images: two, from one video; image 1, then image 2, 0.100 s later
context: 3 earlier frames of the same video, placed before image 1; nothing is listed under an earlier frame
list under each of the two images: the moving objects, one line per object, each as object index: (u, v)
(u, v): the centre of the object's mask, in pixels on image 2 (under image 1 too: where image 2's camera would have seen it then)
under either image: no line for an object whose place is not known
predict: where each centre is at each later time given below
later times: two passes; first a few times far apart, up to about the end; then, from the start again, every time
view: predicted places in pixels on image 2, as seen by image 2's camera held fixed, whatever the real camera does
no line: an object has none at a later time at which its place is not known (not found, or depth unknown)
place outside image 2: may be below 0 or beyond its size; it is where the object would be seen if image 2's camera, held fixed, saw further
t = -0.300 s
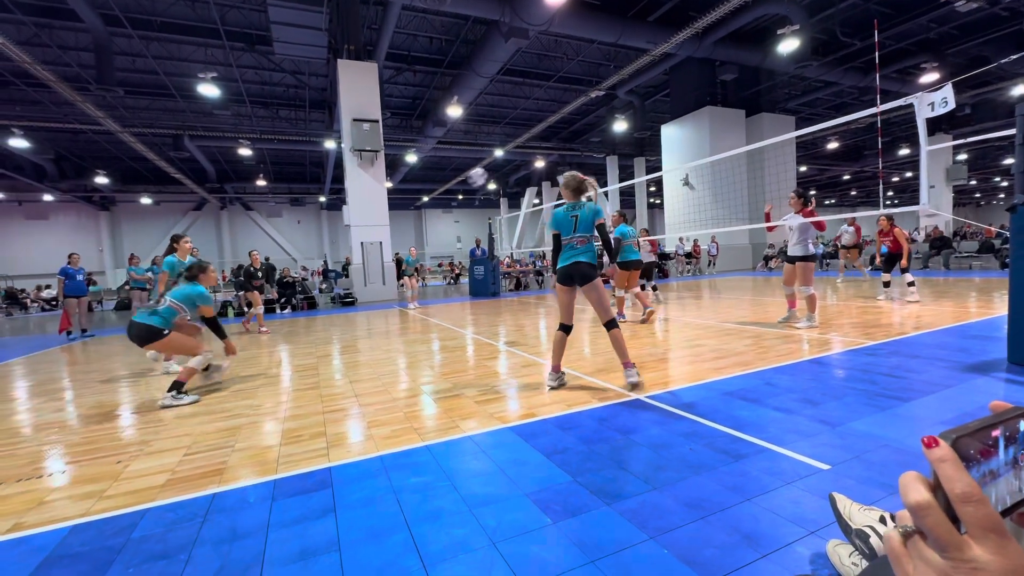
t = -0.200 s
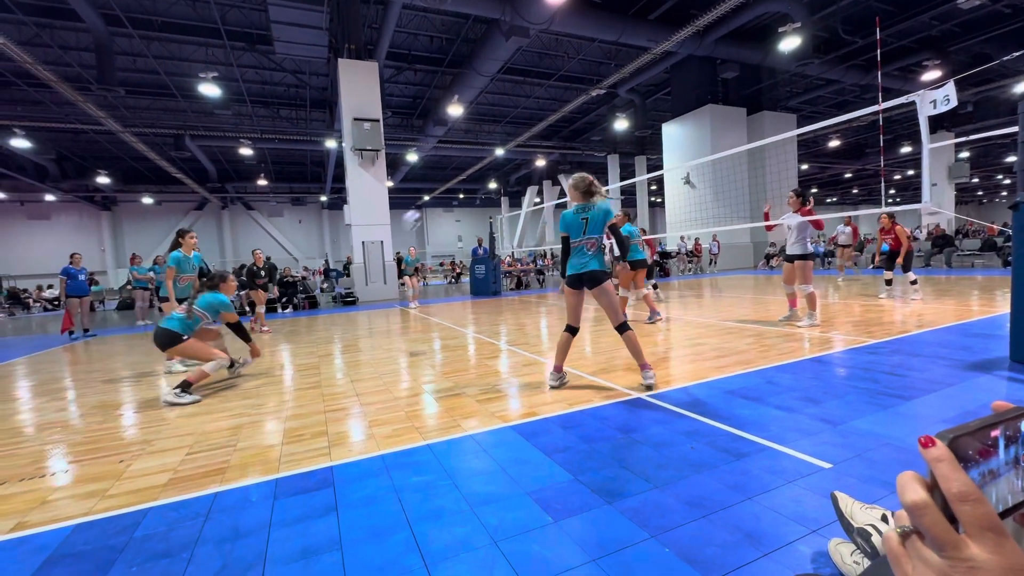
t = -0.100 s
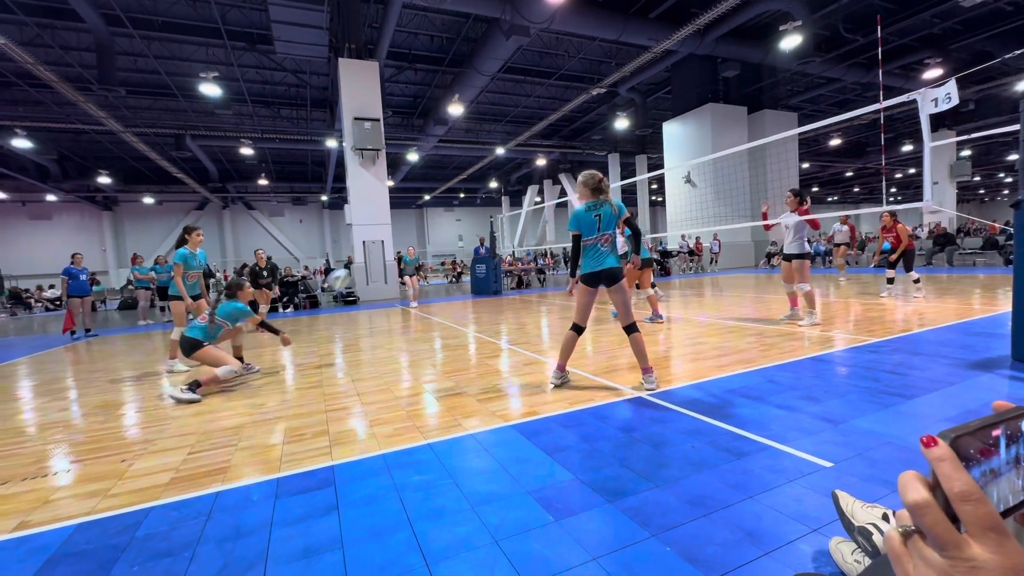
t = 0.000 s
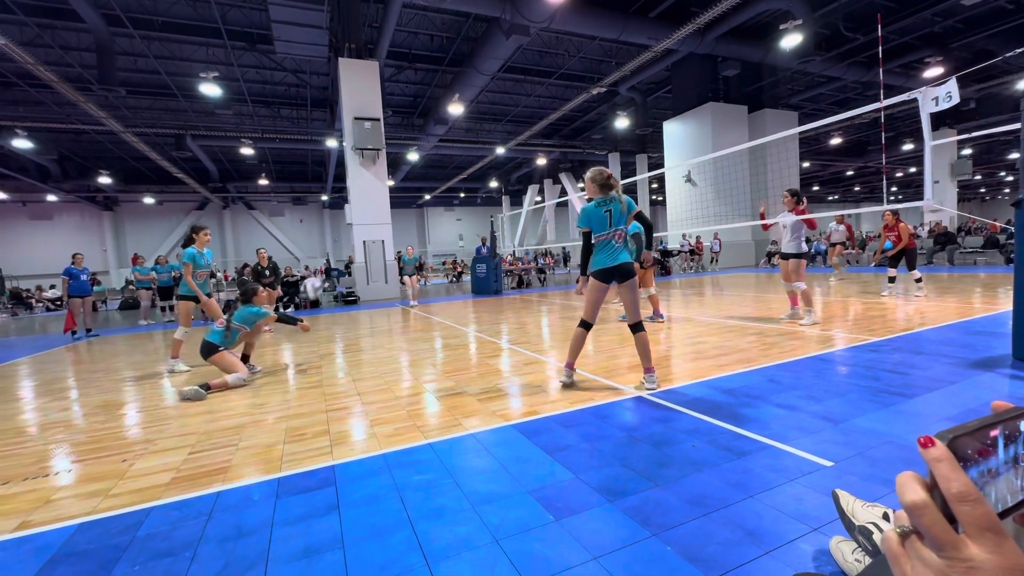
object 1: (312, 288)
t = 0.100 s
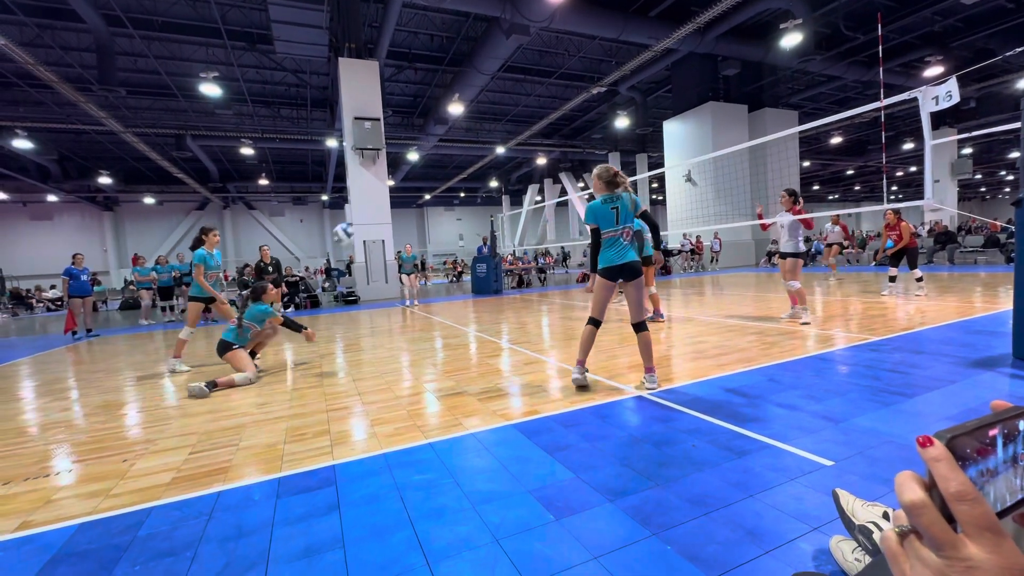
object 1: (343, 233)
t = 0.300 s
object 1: (408, 151)
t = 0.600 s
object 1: (513, 95)
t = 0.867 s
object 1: (613, 118)
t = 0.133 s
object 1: (353, 216)
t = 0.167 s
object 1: (364, 203)
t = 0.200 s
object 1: (374, 188)
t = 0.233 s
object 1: (386, 175)
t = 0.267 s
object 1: (397, 163)
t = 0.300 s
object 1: (408, 151)
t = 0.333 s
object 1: (419, 142)
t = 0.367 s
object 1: (430, 132)
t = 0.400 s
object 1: (442, 123)
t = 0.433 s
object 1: (454, 115)
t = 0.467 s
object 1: (465, 110)
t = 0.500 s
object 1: (477, 105)
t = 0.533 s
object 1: (488, 101)
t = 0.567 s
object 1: (501, 97)
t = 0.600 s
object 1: (513, 95)
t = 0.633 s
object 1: (525, 95)
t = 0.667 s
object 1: (537, 95)
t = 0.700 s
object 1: (550, 96)
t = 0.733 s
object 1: (562, 98)
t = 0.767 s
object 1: (575, 101)
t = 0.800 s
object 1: (587, 106)
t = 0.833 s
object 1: (600, 112)
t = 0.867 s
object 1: (613, 118)
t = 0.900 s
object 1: (626, 126)
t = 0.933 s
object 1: (639, 136)
